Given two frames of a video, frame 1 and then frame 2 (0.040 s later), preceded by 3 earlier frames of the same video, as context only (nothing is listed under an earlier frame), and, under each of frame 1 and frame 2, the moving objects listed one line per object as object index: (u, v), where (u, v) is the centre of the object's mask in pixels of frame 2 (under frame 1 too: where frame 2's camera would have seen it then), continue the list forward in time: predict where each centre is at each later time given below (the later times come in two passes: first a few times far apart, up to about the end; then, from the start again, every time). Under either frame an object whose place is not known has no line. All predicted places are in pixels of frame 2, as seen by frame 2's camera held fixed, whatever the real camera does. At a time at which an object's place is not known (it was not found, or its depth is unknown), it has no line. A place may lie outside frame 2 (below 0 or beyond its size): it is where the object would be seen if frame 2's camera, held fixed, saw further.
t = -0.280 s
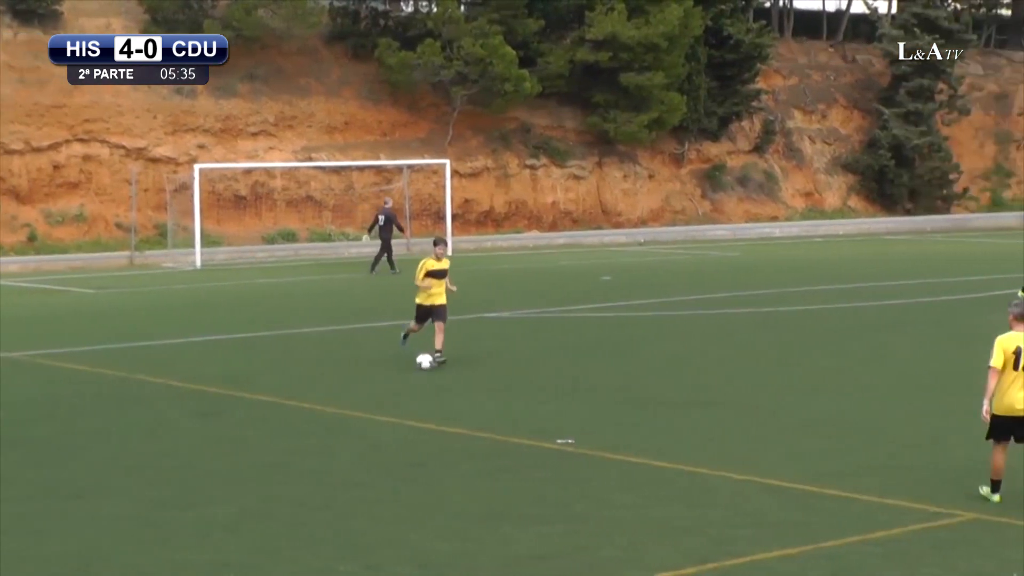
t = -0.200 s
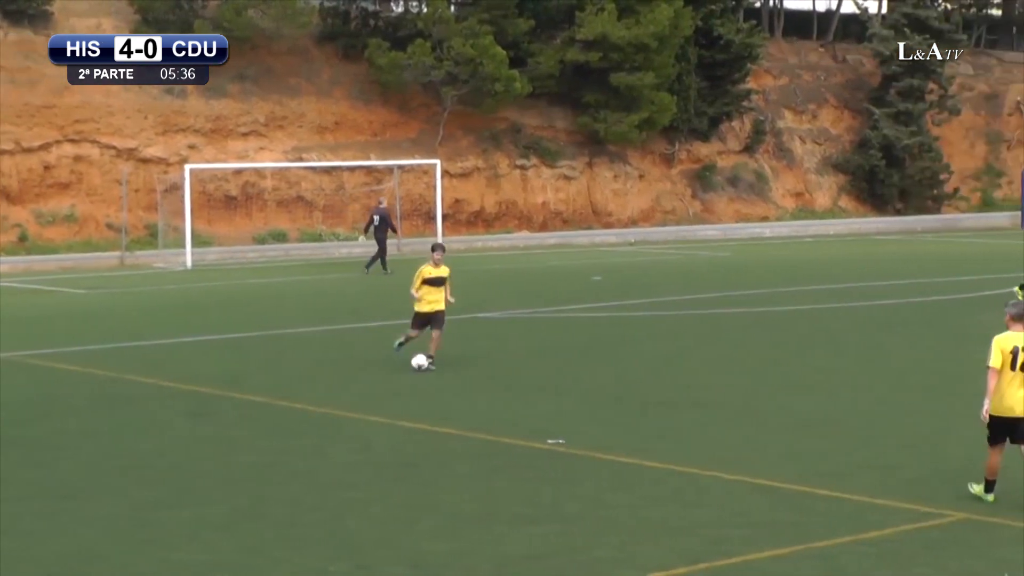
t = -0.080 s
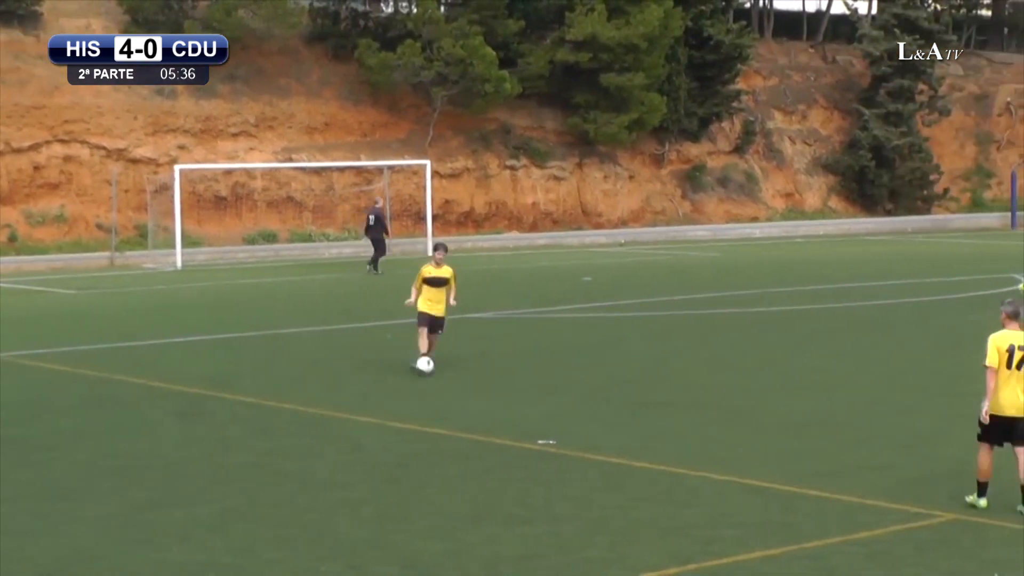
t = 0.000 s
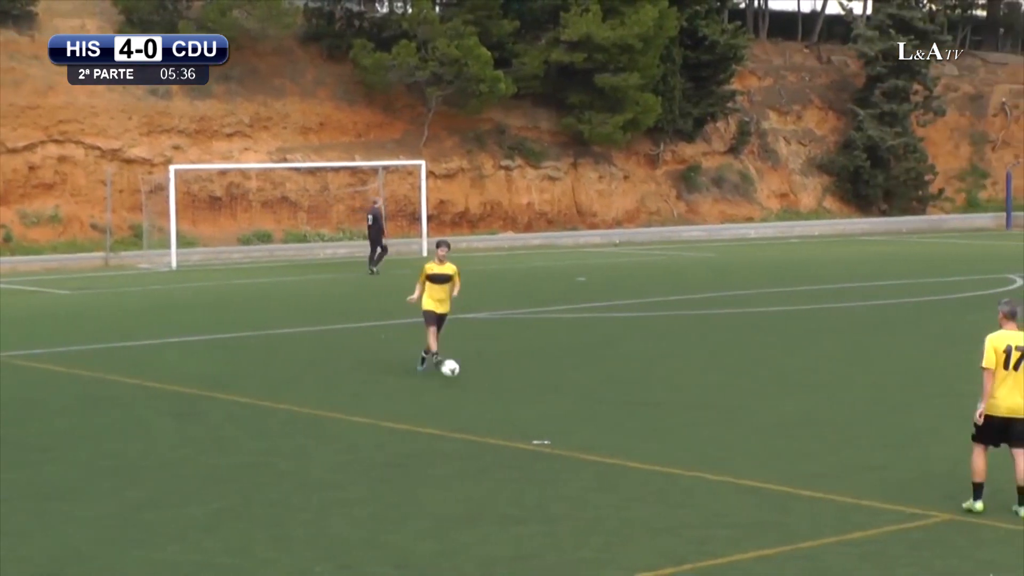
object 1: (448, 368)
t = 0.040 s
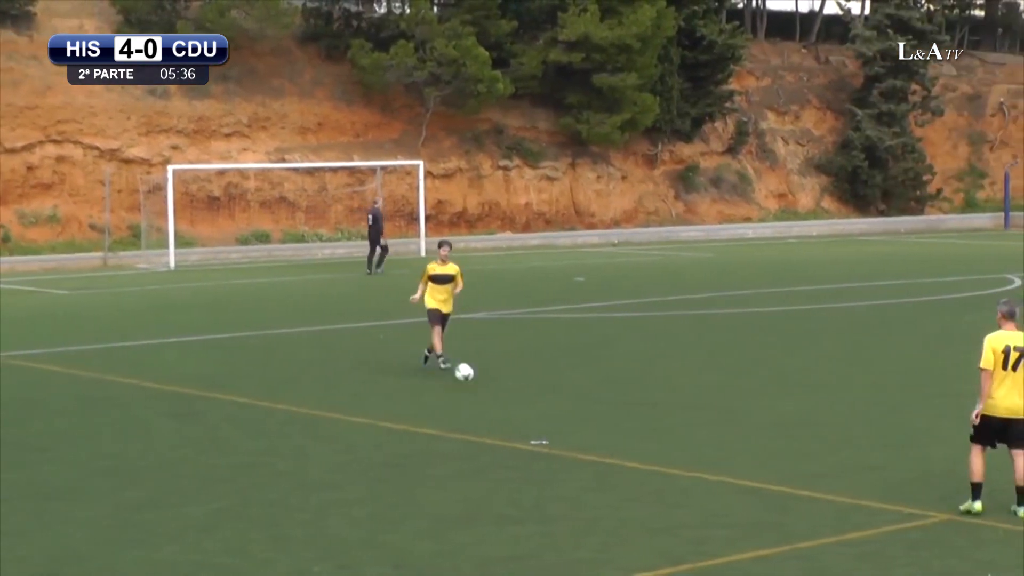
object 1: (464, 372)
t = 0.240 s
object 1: (549, 402)
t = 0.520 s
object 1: (661, 443)
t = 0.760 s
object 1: (761, 470)
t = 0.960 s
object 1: (849, 490)
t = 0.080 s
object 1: (481, 377)
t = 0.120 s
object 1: (498, 385)
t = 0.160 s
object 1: (515, 394)
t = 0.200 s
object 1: (533, 402)
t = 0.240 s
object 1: (549, 402)
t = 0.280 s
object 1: (564, 402)
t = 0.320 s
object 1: (581, 406)
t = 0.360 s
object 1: (597, 411)
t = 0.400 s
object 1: (615, 418)
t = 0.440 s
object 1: (626, 427)
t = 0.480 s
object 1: (645, 439)
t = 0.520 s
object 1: (661, 443)
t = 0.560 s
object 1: (677, 441)
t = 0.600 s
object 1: (693, 442)
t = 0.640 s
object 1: (710, 446)
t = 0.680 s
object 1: (729, 452)
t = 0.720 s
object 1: (743, 460)
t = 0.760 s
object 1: (761, 470)
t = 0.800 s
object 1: (780, 482)
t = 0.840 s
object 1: (797, 483)
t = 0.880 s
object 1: (814, 483)
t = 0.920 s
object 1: (831, 486)
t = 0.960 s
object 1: (849, 490)
